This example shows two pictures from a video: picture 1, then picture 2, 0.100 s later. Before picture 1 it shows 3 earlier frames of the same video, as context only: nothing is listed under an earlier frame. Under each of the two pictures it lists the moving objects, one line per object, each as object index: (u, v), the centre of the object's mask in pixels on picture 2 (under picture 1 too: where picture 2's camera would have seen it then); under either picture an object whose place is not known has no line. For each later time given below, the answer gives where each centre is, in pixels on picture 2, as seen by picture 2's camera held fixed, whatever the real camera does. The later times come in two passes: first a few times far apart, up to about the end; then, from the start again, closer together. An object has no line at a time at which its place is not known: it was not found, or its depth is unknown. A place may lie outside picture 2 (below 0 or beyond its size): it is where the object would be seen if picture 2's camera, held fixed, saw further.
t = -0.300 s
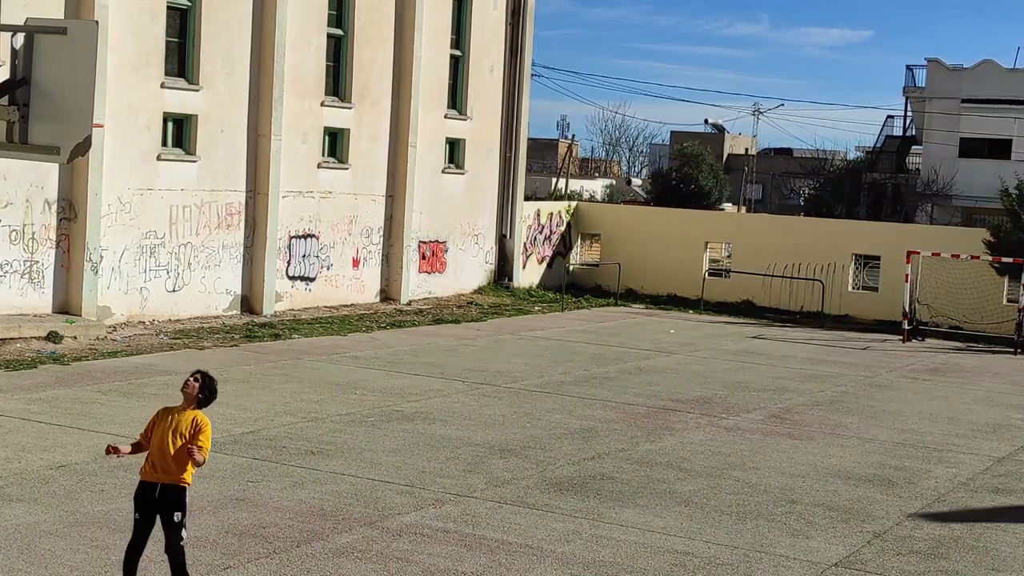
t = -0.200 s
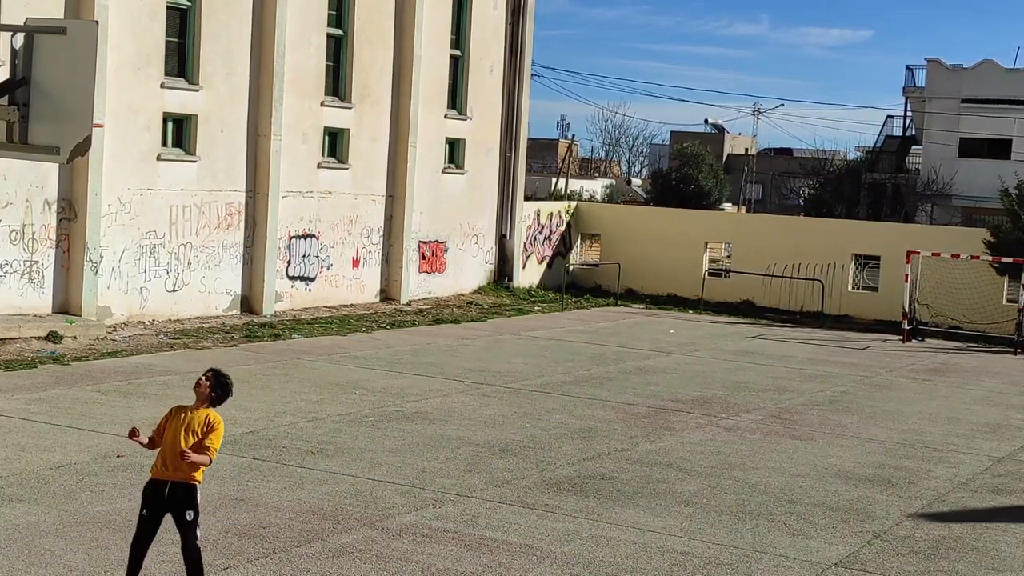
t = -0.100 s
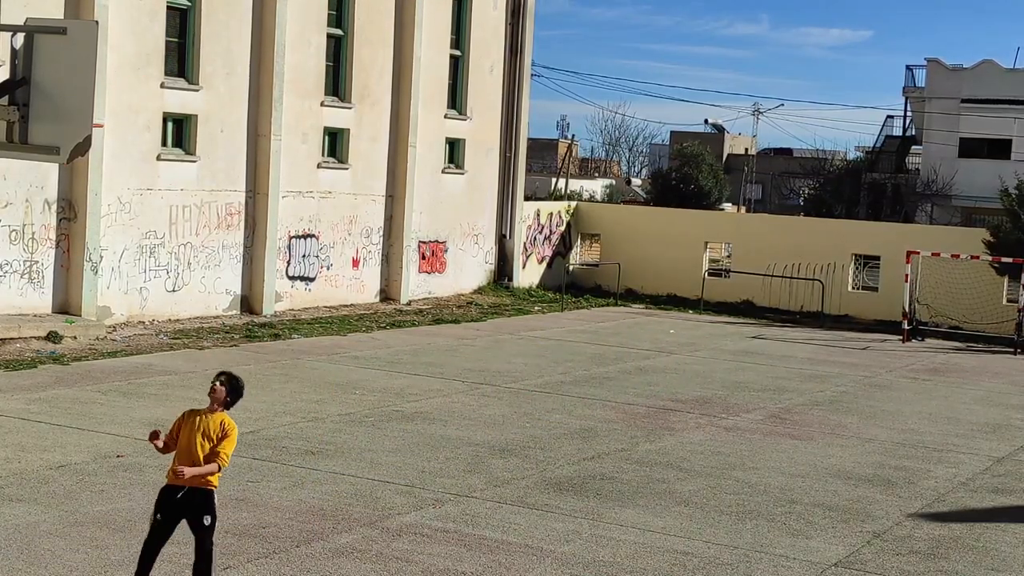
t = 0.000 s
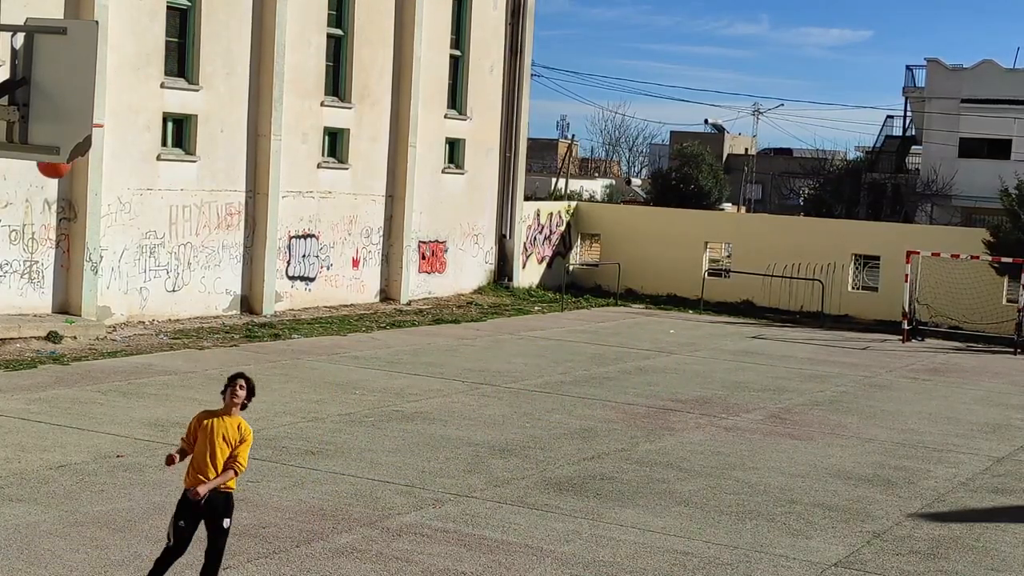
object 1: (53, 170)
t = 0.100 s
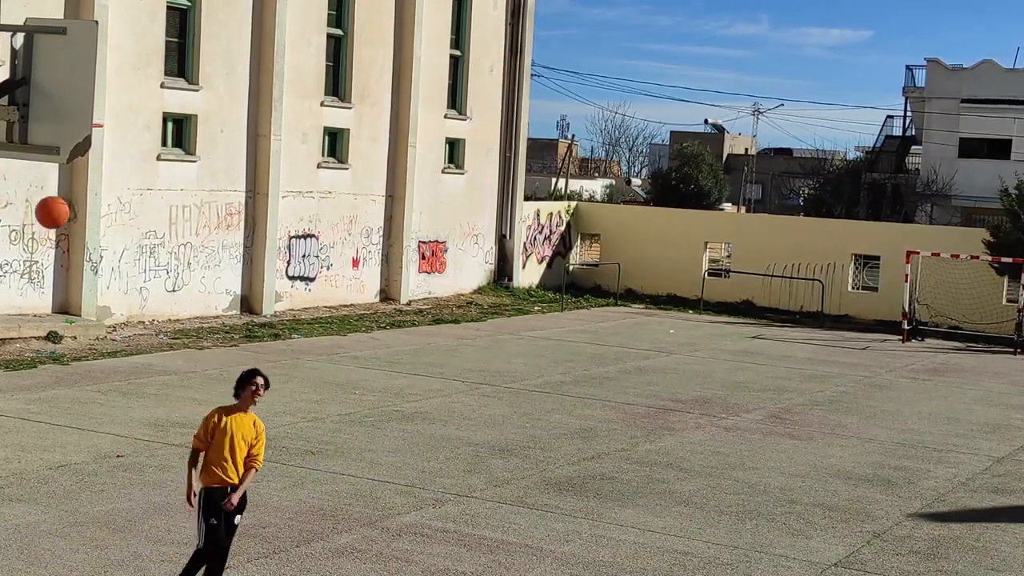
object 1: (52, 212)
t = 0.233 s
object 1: (49, 296)
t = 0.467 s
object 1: (42, 483)
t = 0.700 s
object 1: (44, 395)
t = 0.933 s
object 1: (48, 276)
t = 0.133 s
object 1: (51, 232)
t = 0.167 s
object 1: (51, 252)
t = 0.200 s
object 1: (50, 273)
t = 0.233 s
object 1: (49, 296)
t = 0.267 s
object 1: (48, 319)
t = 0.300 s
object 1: (48, 344)
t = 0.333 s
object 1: (47, 370)
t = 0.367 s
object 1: (45, 397)
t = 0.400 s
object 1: (44, 424)
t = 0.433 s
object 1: (44, 453)
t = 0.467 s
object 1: (42, 483)
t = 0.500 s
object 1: (41, 514)
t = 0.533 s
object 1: (40, 522)
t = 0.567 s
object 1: (41, 494)
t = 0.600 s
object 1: (42, 467)
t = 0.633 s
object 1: (42, 442)
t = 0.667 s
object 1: (43, 418)
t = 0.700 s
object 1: (44, 395)
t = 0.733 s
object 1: (45, 374)
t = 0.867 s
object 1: (47, 303)
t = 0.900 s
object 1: (48, 289)
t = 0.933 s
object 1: (48, 276)
